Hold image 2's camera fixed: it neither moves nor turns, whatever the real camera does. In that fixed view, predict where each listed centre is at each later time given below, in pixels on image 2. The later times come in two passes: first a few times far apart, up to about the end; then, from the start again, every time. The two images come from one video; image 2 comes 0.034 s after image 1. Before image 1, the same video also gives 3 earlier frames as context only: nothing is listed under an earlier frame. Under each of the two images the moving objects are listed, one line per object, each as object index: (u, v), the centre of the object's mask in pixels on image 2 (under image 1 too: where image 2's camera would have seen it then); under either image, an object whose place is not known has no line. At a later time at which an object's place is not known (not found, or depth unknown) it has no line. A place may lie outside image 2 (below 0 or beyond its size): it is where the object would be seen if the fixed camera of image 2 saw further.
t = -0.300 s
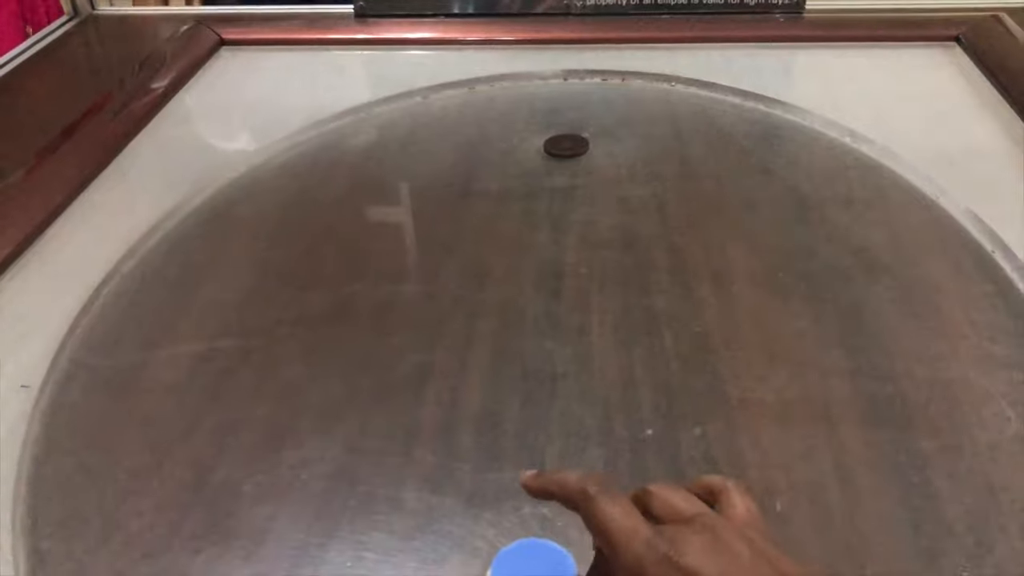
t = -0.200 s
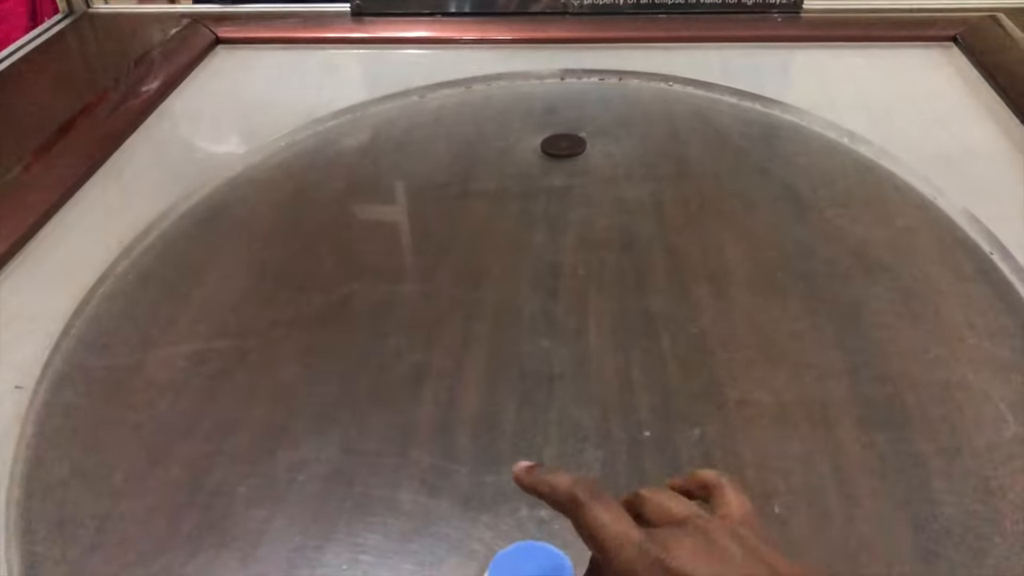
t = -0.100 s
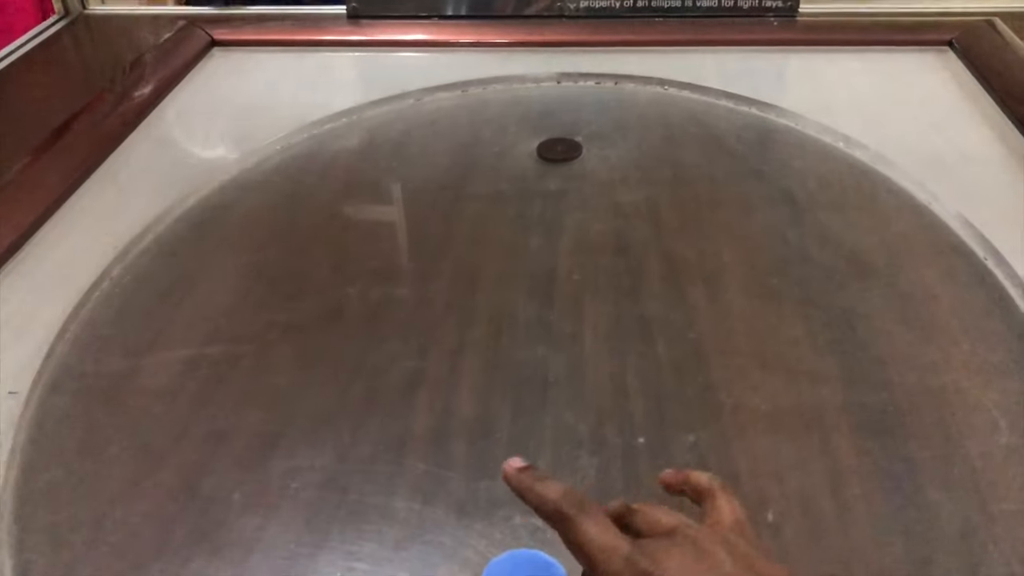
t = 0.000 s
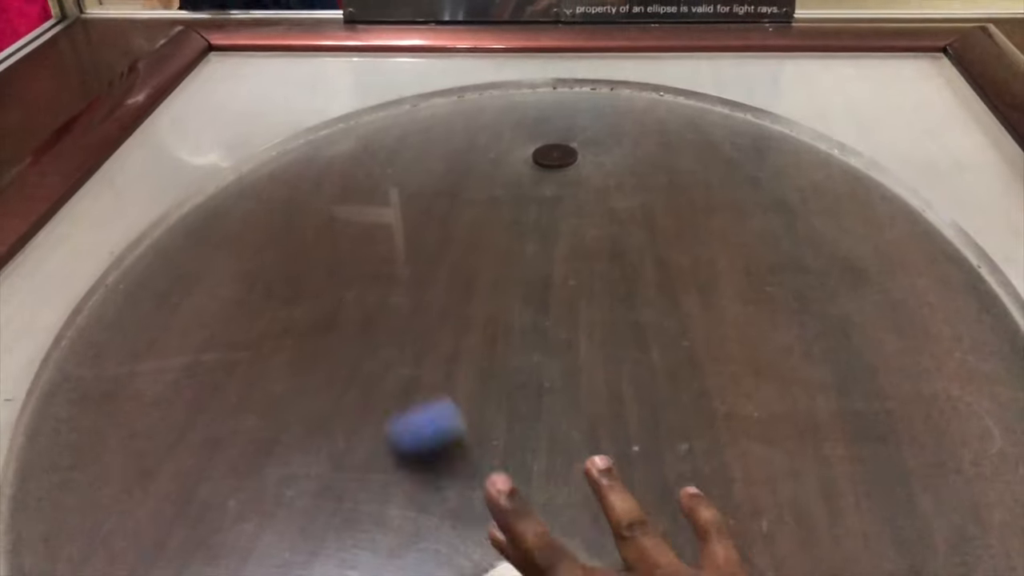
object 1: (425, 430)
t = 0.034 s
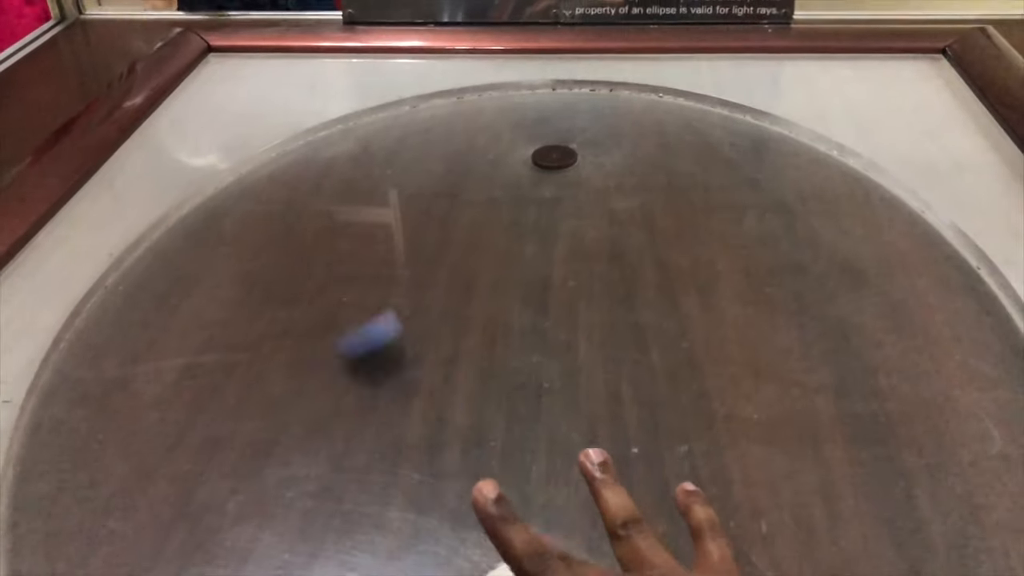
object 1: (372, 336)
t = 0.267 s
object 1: (566, 157)
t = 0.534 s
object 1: (799, 240)
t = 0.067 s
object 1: (328, 272)
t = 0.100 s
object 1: (296, 221)
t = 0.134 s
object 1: (271, 175)
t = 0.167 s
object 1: (340, 165)
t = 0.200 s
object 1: (422, 168)
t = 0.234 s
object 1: (497, 164)
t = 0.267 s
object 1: (566, 157)
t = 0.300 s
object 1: (632, 149)
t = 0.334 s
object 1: (704, 155)
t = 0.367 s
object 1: (770, 161)
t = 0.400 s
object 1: (830, 157)
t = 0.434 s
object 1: (829, 156)
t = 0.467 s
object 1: (827, 168)
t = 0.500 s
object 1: (814, 196)
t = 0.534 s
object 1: (799, 240)
